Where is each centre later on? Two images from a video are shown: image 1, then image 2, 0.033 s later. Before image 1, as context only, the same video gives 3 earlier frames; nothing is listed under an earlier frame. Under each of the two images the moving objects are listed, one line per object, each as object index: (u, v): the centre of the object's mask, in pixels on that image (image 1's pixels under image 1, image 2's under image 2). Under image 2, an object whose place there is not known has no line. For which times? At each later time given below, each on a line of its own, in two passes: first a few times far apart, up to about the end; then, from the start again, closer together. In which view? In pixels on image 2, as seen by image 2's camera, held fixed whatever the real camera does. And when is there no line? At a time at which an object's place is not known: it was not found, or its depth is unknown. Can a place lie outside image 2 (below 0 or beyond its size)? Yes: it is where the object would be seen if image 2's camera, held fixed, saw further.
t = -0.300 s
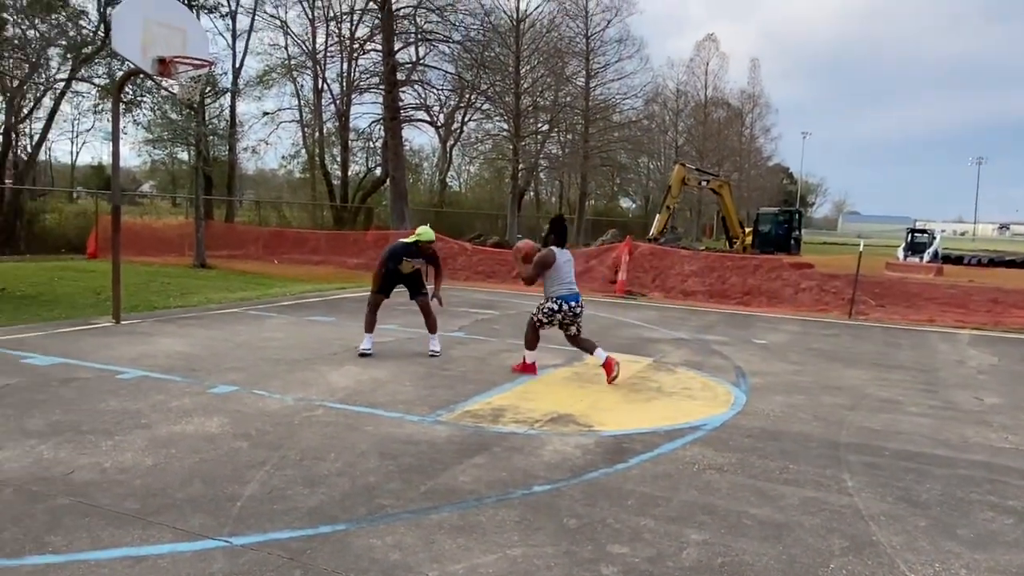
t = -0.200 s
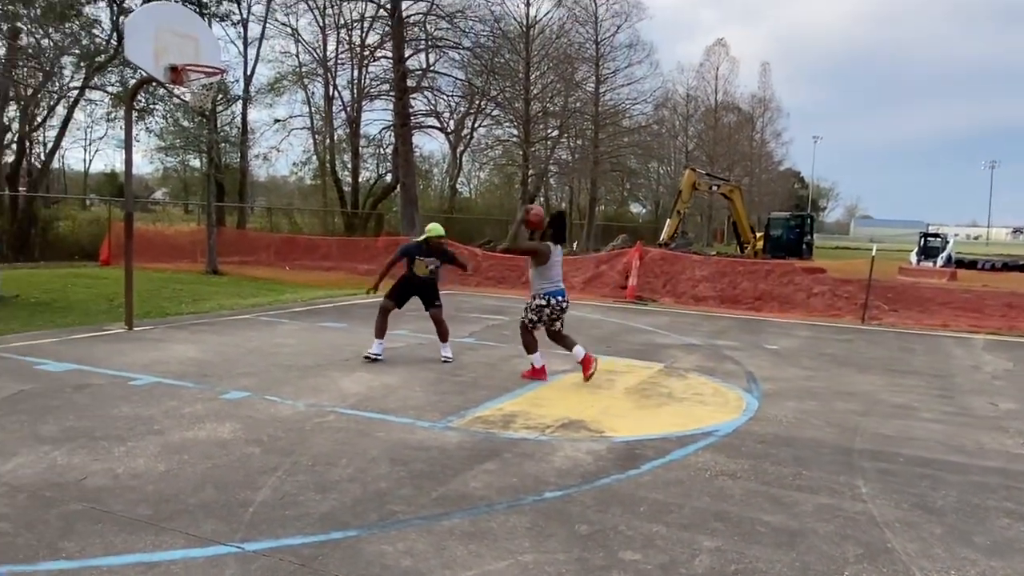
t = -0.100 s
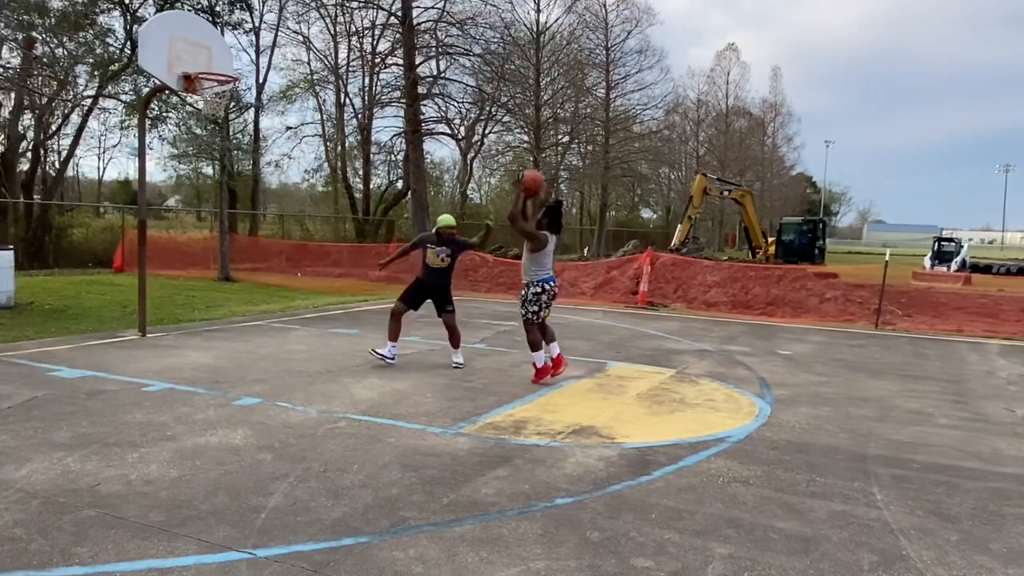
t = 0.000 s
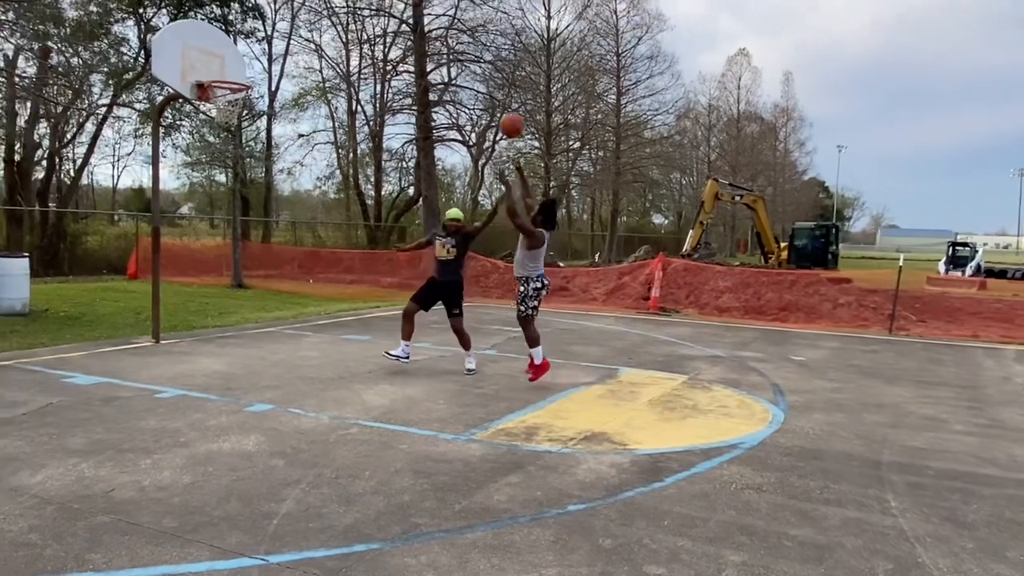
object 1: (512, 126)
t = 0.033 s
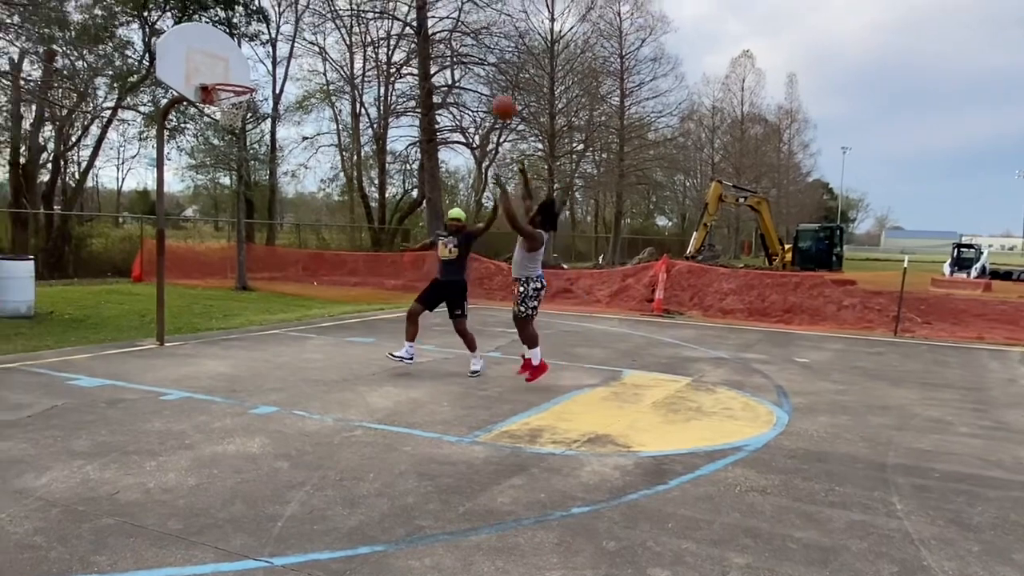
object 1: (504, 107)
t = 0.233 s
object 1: (438, 18)
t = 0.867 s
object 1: (246, 6)
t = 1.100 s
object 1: (212, 75)
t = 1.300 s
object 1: (251, 31)
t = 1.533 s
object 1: (296, 23)
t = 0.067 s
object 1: (493, 89)
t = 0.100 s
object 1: (482, 72)
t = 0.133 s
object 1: (471, 57)
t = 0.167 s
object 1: (461, 43)
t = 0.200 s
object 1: (450, 29)
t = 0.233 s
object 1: (438, 18)
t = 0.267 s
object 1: (429, 7)
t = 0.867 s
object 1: (246, 6)
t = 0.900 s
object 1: (238, 15)
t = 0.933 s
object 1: (228, 26)
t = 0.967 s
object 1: (217, 35)
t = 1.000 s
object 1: (208, 46)
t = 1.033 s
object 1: (198, 59)
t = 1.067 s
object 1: (206, 67)
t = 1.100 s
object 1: (212, 75)
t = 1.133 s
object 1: (219, 65)
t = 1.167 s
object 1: (225, 57)
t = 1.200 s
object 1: (231, 49)
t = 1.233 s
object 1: (237, 41)
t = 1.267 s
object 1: (243, 35)
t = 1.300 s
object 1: (251, 31)
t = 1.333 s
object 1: (257, 26)
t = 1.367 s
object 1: (263, 24)
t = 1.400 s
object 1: (270, 20)
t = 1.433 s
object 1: (276, 20)
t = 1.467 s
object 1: (283, 20)
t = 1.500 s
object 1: (289, 20)
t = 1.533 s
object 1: (296, 23)
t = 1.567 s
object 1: (303, 26)
